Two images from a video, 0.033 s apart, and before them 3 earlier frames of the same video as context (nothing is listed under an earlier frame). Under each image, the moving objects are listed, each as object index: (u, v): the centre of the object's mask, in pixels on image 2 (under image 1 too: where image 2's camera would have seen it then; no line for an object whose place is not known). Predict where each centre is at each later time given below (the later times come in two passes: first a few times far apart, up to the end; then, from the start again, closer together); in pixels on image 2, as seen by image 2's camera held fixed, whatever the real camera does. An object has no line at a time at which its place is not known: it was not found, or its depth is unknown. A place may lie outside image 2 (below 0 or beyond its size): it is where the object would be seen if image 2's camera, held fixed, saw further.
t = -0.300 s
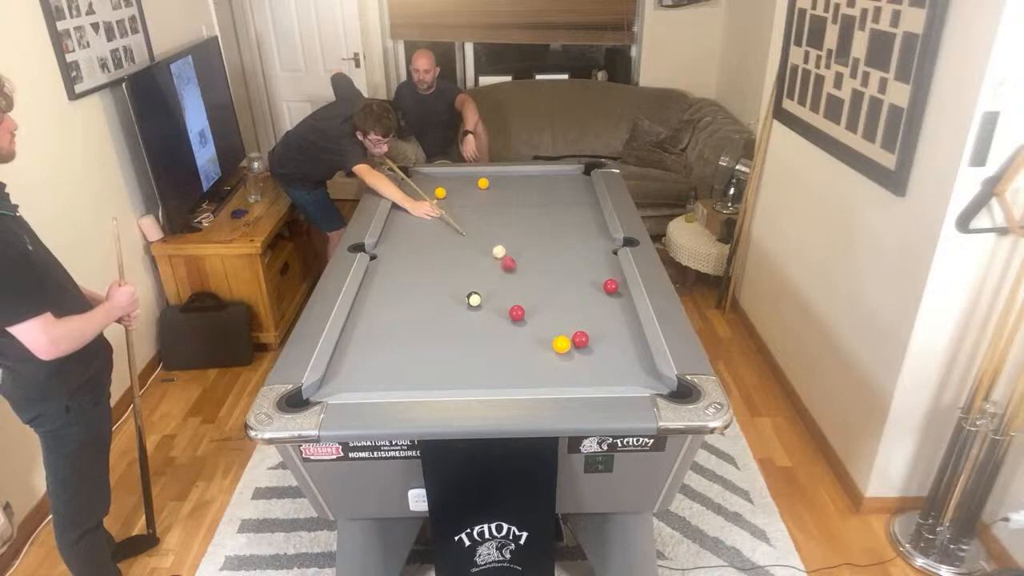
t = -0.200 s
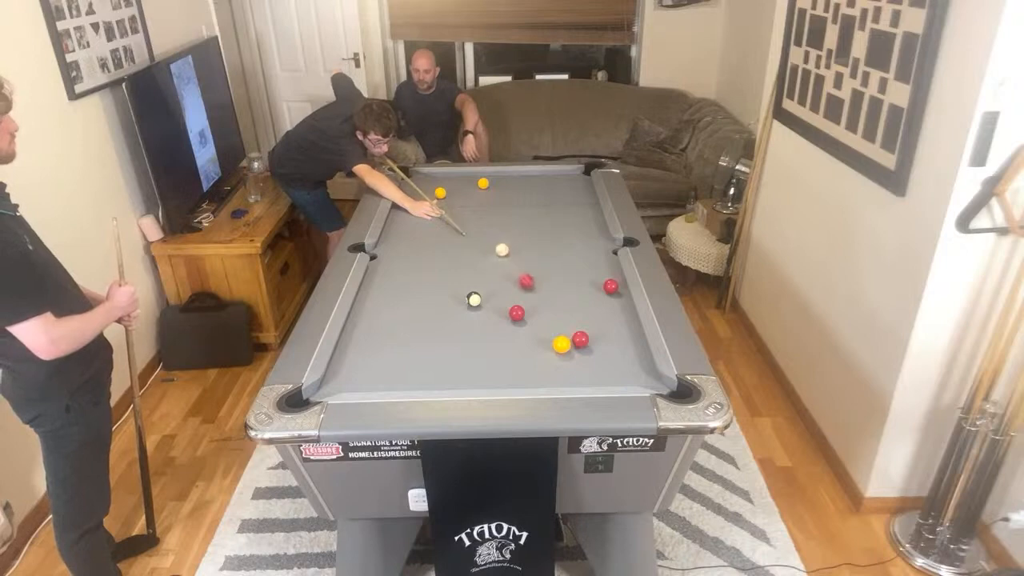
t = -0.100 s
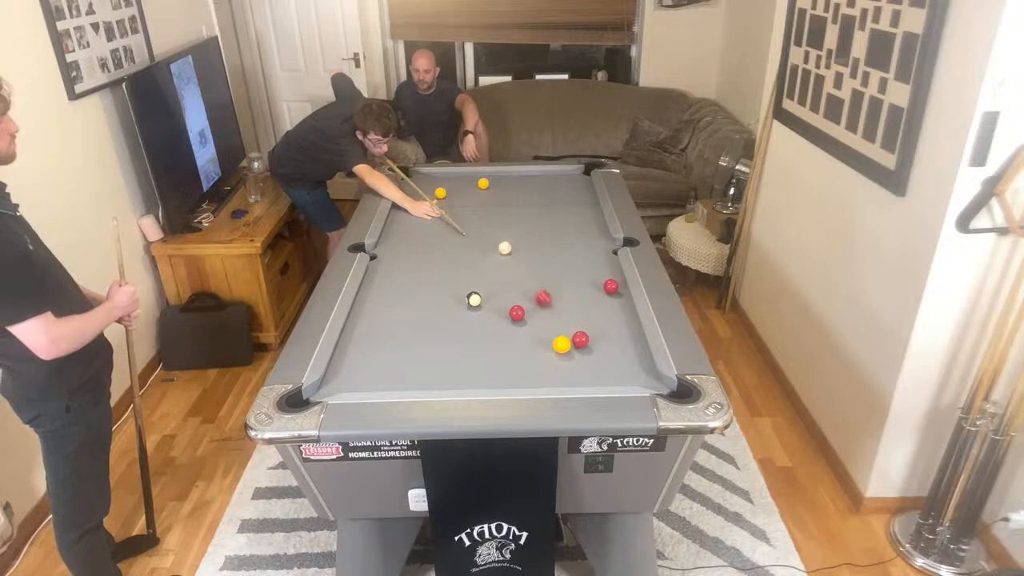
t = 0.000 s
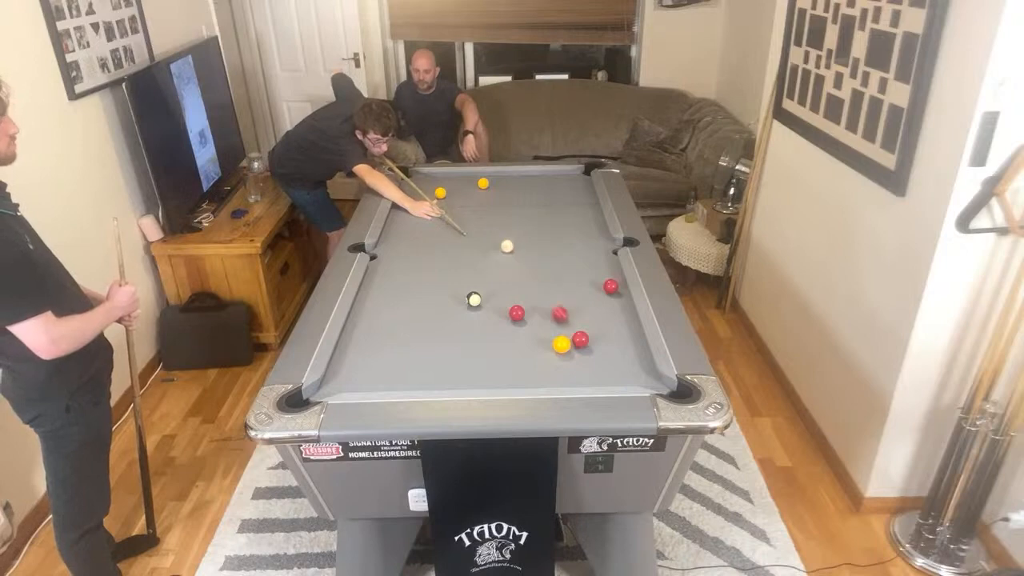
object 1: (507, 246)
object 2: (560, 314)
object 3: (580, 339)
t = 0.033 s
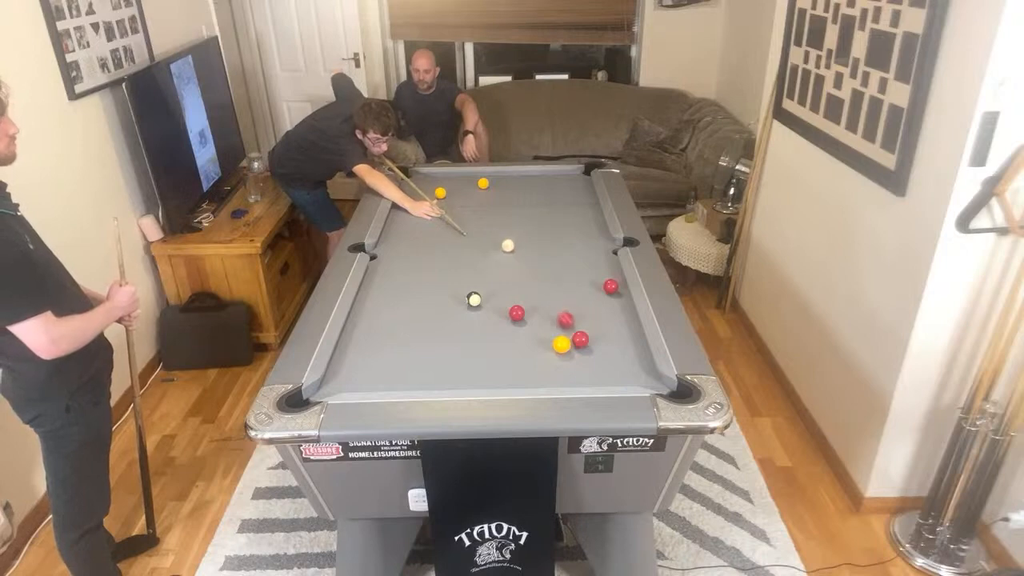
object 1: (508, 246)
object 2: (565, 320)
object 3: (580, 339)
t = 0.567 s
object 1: (518, 238)
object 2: (636, 345)
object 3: (598, 363)
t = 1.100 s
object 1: (524, 232)
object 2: (613, 360)
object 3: (599, 324)
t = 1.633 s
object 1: (527, 230)
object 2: (588, 371)
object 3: (599, 294)
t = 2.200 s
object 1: (528, 229)
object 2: (567, 379)
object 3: (583, 277)
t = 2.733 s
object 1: (528, 229)
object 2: (554, 381)
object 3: (568, 266)
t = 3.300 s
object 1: (527, 229)
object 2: (549, 382)
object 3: (556, 257)
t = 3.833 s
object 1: (528, 229)
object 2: (548, 382)
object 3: (548, 251)
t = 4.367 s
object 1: (528, 229)
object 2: (549, 382)
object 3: (544, 248)
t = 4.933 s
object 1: (528, 229)
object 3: (541, 247)
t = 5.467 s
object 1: (528, 229)
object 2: (548, 382)
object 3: (541, 246)
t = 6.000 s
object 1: (528, 229)
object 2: (548, 382)
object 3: (541, 246)
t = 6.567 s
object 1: (527, 229)
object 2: (548, 382)
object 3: (541, 246)
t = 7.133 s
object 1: (528, 229)
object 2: (548, 382)
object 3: (541, 246)
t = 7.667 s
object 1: (528, 229)
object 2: (548, 382)
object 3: (541, 246)
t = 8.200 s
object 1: (527, 229)
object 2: (548, 382)
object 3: (541, 246)
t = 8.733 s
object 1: (528, 229)
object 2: (548, 382)
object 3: (541, 246)
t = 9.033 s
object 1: (528, 229)
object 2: (548, 382)
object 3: (541, 246)
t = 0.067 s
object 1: (508, 245)
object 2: (572, 325)
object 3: (580, 339)
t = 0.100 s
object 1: (509, 245)
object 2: (577, 329)
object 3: (581, 340)
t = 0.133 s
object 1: (510, 244)
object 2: (581, 330)
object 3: (583, 347)
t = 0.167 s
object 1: (511, 243)
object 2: (585, 331)
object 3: (586, 353)
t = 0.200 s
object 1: (511, 243)
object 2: (589, 332)
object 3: (588, 359)
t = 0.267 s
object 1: (513, 242)
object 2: (597, 334)
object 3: (592, 369)
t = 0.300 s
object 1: (513, 242)
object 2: (602, 335)
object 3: (594, 374)
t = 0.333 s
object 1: (514, 241)
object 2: (606, 337)
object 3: (596, 378)
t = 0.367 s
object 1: (515, 241)
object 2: (610, 338)
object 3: (598, 380)
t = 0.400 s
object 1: (515, 240)
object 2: (615, 339)
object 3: (598, 379)
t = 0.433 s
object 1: (516, 240)
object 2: (619, 340)
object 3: (598, 376)
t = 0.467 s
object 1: (516, 239)
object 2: (623, 341)
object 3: (598, 372)
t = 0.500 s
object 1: (517, 239)
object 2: (627, 343)
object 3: (598, 369)
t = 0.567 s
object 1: (518, 238)
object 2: (636, 345)
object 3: (598, 363)
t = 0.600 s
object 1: (518, 238)
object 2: (640, 347)
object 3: (598, 360)
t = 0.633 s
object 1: (519, 237)
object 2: (638, 347)
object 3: (599, 358)
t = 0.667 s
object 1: (519, 237)
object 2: (636, 348)
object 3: (599, 355)
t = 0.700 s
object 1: (520, 236)
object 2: (634, 350)
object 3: (599, 352)
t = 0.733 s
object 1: (520, 236)
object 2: (632, 350)
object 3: (599, 350)
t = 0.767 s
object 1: (521, 235)
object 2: (630, 352)
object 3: (599, 347)
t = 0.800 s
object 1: (521, 235)
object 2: (629, 352)
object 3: (599, 345)
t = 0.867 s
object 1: (522, 235)
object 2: (625, 354)
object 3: (599, 340)
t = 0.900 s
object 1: (522, 234)
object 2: (623, 355)
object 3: (599, 337)
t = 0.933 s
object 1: (523, 234)
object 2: (622, 356)
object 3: (599, 335)
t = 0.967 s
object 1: (523, 234)
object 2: (620, 357)
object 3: (599, 332)
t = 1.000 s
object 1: (523, 233)
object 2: (618, 358)
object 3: (599, 330)
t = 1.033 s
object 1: (524, 233)
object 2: (616, 358)
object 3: (599, 328)
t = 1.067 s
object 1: (524, 233)
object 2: (614, 359)
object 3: (599, 326)
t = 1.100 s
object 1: (524, 232)
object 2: (613, 360)
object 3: (599, 324)
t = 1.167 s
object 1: (525, 232)
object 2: (610, 362)
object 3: (599, 320)
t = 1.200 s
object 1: (525, 232)
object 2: (608, 362)
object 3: (599, 318)
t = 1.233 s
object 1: (525, 232)
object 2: (606, 363)
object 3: (599, 316)
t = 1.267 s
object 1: (526, 231)
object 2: (605, 364)
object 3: (599, 314)
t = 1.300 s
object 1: (526, 231)
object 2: (603, 365)
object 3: (599, 311)
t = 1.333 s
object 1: (526, 231)
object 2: (601, 365)
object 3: (599, 310)
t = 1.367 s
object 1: (526, 231)
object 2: (600, 366)
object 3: (599, 308)
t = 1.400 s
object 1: (526, 231)
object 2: (598, 367)
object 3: (599, 306)
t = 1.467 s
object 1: (527, 230)
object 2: (595, 368)
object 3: (600, 302)
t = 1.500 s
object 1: (527, 230)
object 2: (594, 369)
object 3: (599, 301)
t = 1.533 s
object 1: (527, 230)
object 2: (592, 369)
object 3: (599, 299)
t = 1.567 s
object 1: (527, 230)
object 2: (591, 370)
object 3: (599, 297)
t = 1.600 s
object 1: (527, 230)
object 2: (589, 371)
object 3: (599, 296)
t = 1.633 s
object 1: (527, 230)
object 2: (588, 371)
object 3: (599, 294)
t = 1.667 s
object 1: (527, 230)
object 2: (586, 372)
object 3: (599, 292)
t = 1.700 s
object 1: (527, 229)
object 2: (585, 372)
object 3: (599, 291)
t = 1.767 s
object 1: (527, 229)
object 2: (582, 374)
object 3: (597, 289)
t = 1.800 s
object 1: (527, 229)
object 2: (581, 374)
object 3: (596, 287)
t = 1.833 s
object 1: (528, 229)
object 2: (580, 375)
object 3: (595, 287)
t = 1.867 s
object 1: (528, 229)
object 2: (578, 375)
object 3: (594, 286)
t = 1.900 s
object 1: (528, 229)
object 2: (577, 375)
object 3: (592, 285)
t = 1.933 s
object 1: (528, 229)
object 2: (576, 376)
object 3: (591, 284)
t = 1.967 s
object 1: (528, 229)
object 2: (575, 376)
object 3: (590, 283)
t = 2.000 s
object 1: (528, 229)
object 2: (574, 377)
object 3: (589, 282)
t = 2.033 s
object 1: (528, 229)
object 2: (572, 377)
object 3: (588, 281)
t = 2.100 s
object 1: (528, 229)
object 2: (570, 378)
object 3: (586, 279)
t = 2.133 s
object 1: (528, 229)
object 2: (569, 378)
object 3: (585, 279)
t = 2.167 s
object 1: (528, 229)
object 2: (568, 378)
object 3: (584, 278)
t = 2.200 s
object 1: (528, 229)
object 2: (567, 379)
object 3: (583, 277)
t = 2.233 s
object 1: (528, 229)
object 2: (566, 379)
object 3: (582, 276)
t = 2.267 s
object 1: (528, 229)
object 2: (565, 379)
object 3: (580, 275)
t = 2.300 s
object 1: (528, 229)
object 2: (564, 379)
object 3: (580, 274)
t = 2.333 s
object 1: (528, 229)
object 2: (563, 379)
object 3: (579, 274)
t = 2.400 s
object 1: (528, 229)
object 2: (561, 380)
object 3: (577, 272)
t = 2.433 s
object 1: (528, 229)
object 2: (561, 380)
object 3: (576, 272)
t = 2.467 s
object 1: (528, 229)
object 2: (560, 380)
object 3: (575, 271)
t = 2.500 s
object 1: (528, 229)
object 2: (559, 380)
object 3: (574, 270)
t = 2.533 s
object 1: (528, 229)
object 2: (558, 380)
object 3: (573, 269)
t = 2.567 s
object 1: (528, 229)
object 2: (558, 381)
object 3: (572, 269)
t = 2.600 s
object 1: (528, 229)
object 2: (557, 381)
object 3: (571, 268)
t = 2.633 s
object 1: (528, 229)
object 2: (556, 381)
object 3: (570, 267)
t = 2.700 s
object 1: (528, 229)
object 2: (555, 381)
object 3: (569, 266)
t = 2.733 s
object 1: (528, 229)
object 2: (554, 381)
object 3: (568, 266)
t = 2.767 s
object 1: (528, 229)
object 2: (554, 381)
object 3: (567, 265)
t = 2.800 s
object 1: (528, 229)
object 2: (553, 381)
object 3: (566, 264)
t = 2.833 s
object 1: (528, 229)
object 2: (553, 381)
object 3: (566, 264)
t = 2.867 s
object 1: (528, 229)
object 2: (552, 381)
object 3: (565, 263)
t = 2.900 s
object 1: (528, 229)
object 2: (551, 381)
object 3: (564, 263)
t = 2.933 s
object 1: (528, 229)
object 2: (551, 381)
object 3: (563, 263)
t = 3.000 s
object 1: (528, 229)
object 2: (550, 381)
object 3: (562, 262)
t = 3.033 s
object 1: (527, 229)
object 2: (550, 381)
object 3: (561, 261)
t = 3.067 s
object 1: (527, 229)
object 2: (550, 381)
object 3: (560, 260)
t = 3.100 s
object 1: (527, 229)
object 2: (550, 382)
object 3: (560, 260)
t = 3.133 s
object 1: (527, 229)
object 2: (550, 381)
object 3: (559, 259)
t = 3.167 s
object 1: (527, 229)
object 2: (549, 382)
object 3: (559, 259)
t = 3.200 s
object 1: (527, 229)
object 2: (549, 382)
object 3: (558, 259)
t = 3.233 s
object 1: (527, 229)
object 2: (549, 381)
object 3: (557, 258)
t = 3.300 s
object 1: (527, 229)
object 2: (549, 382)
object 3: (556, 257)
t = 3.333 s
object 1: (527, 229)
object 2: (549, 382)
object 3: (556, 257)
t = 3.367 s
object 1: (527, 229)
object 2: (549, 382)
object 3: (555, 256)
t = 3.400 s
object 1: (527, 229)
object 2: (549, 382)
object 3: (555, 256)
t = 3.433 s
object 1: (527, 229)
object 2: (549, 382)
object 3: (554, 255)
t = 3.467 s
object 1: (527, 229)
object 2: (549, 382)
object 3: (553, 255)
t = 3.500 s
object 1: (527, 229)
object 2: (549, 382)
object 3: (553, 255)
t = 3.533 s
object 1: (527, 229)
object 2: (548, 382)
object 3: (552, 254)
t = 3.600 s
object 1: (527, 229)
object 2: (548, 382)
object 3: (551, 253)
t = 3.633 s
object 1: (527, 229)
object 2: (549, 382)
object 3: (551, 253)
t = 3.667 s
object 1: (527, 229)
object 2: (549, 382)
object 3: (550, 253)
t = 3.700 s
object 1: (528, 229)
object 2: (549, 382)
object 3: (550, 252)
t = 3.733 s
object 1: (527, 229)
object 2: (548, 382)
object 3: (550, 252)
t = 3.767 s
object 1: (528, 229)
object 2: (549, 382)
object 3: (549, 252)
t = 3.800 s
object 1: (528, 229)
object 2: (548, 382)
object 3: (549, 251)
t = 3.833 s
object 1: (528, 229)
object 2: (548, 382)
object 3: (548, 251)
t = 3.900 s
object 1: (528, 229)
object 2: (548, 382)
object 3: (548, 251)
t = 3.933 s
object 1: (528, 229)
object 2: (548, 382)
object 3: (547, 251)
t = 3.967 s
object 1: (527, 229)
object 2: (548, 382)
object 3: (547, 250)
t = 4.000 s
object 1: (528, 229)
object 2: (548, 382)
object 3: (546, 250)
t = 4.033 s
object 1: (528, 229)
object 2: (549, 382)
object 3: (546, 250)
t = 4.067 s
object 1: (528, 229)
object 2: (549, 382)
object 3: (546, 250)
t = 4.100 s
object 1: (528, 229)
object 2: (549, 382)
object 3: (545, 250)
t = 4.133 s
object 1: (528, 229)
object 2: (549, 382)
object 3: (545, 250)
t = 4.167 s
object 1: (528, 229)
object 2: (549, 382)
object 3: (545, 249)
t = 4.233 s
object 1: (528, 229)
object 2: (549, 382)
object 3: (544, 249)
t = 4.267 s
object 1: (528, 229)
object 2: (549, 382)
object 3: (544, 249)
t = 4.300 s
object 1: (528, 229)
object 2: (549, 382)
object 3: (544, 248)
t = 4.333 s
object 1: (528, 229)
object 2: (549, 382)
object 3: (544, 248)
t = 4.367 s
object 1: (528, 229)
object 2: (549, 382)
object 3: (544, 248)
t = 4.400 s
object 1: (528, 229)
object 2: (549, 382)
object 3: (543, 248)
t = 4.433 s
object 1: (528, 229)
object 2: (549, 382)
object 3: (545, 248)
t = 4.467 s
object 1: (528, 229)
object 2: (553, 382)
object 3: (542, 248)
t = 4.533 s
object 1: (528, 229)
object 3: (543, 248)
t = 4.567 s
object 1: (528, 229)
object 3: (543, 247)
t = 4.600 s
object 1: (528, 229)
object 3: (542, 247)
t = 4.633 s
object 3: (542, 247)
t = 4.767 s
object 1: (527, 229)
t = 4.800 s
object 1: (528, 229)
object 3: (539, 244)
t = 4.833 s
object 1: (528, 229)
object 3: (542, 245)
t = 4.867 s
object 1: (528, 229)
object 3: (541, 246)
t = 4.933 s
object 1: (528, 229)
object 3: (541, 247)
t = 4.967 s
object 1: (528, 229)
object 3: (541, 247)
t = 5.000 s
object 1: (528, 229)
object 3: (541, 247)
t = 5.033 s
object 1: (528, 229)
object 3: (541, 247)
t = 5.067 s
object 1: (528, 229)
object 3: (541, 246)
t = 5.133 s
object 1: (528, 229)
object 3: (541, 246)
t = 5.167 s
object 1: (528, 229)
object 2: (548, 381)
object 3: (541, 246)
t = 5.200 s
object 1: (528, 229)
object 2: (548, 382)
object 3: (541, 246)
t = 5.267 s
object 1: (528, 229)
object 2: (548, 382)
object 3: (541, 246)
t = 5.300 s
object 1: (528, 229)
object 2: (548, 382)
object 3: (541, 246)
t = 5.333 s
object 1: (528, 229)
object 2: (548, 382)
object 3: (541, 246)
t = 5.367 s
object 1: (527, 229)
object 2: (548, 382)
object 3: (541, 246)
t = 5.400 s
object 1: (527, 229)
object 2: (549, 382)
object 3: (541, 246)
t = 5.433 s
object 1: (528, 229)
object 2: (549, 382)
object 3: (541, 246)
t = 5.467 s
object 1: (528, 229)
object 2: (548, 382)
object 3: (541, 246)
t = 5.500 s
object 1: (528, 229)
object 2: (548, 382)
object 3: (541, 246)
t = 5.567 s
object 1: (527, 229)
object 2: (548, 382)
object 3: (541, 246)
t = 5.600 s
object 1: (527, 229)
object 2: (548, 382)
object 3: (541, 246)
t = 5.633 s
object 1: (527, 229)
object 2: (548, 382)
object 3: (541, 246)
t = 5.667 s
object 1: (527, 229)
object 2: (548, 382)
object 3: (541, 246)
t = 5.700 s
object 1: (527, 229)
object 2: (548, 382)
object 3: (541, 246)
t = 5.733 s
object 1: (527, 229)
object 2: (548, 382)
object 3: (541, 246)
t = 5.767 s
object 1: (528, 229)
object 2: (548, 382)
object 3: (541, 246)
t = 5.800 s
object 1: (528, 229)
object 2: (548, 382)
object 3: (541, 246)
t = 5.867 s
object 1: (528, 229)
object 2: (548, 382)
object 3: (541, 246)
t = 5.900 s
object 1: (528, 229)
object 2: (548, 382)
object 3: (541, 246)
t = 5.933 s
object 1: (528, 229)
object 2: (548, 382)
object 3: (541, 246)
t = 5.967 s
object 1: (528, 229)
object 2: (548, 382)
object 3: (541, 246)
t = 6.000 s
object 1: (528, 229)
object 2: (548, 382)
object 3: (541, 246)
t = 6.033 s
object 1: (528, 229)
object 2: (548, 382)
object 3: (541, 246)
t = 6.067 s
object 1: (528, 229)
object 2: (548, 382)
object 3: (541, 246)
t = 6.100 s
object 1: (527, 229)
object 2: (548, 382)
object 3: (541, 246)
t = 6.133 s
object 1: (527, 229)
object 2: (548, 382)
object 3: (541, 246)
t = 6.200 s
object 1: (527, 229)
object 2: (548, 382)
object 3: (541, 246)
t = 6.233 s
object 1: (527, 229)
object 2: (548, 382)
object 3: (541, 246)
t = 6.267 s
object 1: (527, 229)
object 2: (548, 382)
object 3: (541, 246)
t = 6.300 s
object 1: (527, 229)
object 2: (548, 382)
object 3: (541, 246)
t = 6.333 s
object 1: (527, 229)
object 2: (548, 382)
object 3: (541, 246)
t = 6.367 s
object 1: (527, 229)
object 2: (548, 382)
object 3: (541, 246)
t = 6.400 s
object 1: (527, 229)
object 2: (548, 382)
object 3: (541, 246)
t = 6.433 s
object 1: (527, 229)
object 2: (548, 382)
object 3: (541, 246)
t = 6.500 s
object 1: (527, 229)
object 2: (548, 382)
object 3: (541, 246)
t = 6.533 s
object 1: (527, 229)
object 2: (548, 382)
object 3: (541, 246)
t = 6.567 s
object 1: (527, 229)
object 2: (548, 382)
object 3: (541, 246)
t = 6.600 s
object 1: (527, 229)
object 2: (548, 382)
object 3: (541, 246)
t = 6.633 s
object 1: (527, 229)
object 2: (548, 382)
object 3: (541, 246)
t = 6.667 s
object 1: (527, 229)
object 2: (548, 382)
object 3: (541, 246)
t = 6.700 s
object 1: (527, 229)
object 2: (548, 382)
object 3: (541, 246)
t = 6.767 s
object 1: (527, 229)
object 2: (548, 382)
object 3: (541, 246)
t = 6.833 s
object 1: (528, 229)
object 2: (548, 382)
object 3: (541, 246)
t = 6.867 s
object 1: (528, 229)
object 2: (548, 382)
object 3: (541, 246)
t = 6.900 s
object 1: (528, 229)
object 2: (548, 382)
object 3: (541, 246)
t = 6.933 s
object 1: (528, 229)
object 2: (548, 382)
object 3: (541, 246)
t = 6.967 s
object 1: (527, 229)
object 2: (548, 382)
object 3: (541, 246)
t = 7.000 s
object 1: (528, 229)
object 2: (548, 382)
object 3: (541, 246)
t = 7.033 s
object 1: (527, 229)
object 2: (548, 382)
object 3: (541, 246)
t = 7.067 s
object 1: (527, 229)
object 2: (548, 382)
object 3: (541, 246)
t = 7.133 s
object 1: (528, 229)
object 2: (548, 382)
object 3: (541, 246)
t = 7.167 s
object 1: (528, 229)
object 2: (548, 382)
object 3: (541, 246)
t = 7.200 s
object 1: (528, 229)
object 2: (548, 382)
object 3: (541, 246)
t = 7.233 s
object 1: (528, 229)
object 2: (548, 382)
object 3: (541, 246)
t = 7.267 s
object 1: (528, 229)
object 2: (548, 382)
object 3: (541, 246)
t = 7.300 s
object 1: (528, 229)
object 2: (548, 382)
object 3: (541, 246)
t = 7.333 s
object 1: (527, 229)
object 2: (548, 382)
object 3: (541, 246)
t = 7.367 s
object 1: (528, 229)
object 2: (548, 382)
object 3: (541, 246)
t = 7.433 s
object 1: (528, 229)
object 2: (548, 382)
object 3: (541, 246)
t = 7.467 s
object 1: (527, 229)
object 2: (548, 382)
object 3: (541, 246)
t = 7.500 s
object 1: (527, 229)
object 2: (548, 382)
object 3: (541, 246)
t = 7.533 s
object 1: (528, 229)
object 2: (548, 382)
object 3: (541, 246)
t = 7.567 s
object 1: (527, 229)
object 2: (548, 382)
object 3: (541, 246)
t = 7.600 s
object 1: (528, 229)
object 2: (548, 382)
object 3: (541, 246)
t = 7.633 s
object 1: (528, 229)
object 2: (548, 382)
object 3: (541, 246)
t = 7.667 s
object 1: (528, 229)
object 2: (548, 382)
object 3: (541, 246)
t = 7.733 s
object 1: (528, 229)
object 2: (548, 382)
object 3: (541, 246)
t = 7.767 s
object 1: (528, 229)
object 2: (548, 382)
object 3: (541, 246)
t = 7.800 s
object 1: (528, 229)
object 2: (548, 382)
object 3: (541, 246)
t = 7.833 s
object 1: (528, 229)
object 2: (548, 382)
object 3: (541, 246)
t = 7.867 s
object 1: (528, 229)
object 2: (549, 382)
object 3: (541, 246)
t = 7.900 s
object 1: (527, 229)
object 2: (548, 382)
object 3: (541, 246)
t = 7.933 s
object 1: (528, 229)
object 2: (549, 382)
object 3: (541, 246)
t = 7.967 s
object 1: (527, 229)
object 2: (548, 382)
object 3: (541, 246)
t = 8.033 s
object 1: (527, 229)
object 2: (548, 382)
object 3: (541, 246)
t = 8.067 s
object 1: (527, 229)
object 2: (548, 382)
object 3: (541, 246)
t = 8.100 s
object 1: (527, 229)
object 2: (548, 382)
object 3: (541, 246)
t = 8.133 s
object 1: (528, 229)
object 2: (548, 382)
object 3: (541, 246)
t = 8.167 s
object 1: (528, 229)
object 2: (549, 382)
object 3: (541, 246)
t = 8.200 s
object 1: (527, 229)
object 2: (548, 382)
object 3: (541, 246)
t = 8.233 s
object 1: (527, 229)
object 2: (548, 382)
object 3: (541, 246)
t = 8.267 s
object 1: (527, 229)
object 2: (548, 382)
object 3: (541, 246)
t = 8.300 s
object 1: (528, 229)
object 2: (548, 382)
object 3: (541, 246)
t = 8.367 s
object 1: (528, 229)
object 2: (549, 382)
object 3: (541, 246)
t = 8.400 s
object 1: (527, 229)
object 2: (548, 382)
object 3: (541, 246)
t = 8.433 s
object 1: (527, 229)
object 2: (548, 382)
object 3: (541, 246)
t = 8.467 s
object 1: (528, 229)
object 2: (548, 382)
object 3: (541, 246)
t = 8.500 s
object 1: (528, 229)
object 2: (548, 382)
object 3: (541, 246)
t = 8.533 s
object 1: (528, 229)
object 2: (548, 382)
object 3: (541, 246)
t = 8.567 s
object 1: (528, 229)
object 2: (548, 382)
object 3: (541, 246)
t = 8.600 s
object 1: (528, 229)
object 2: (548, 382)
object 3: (541, 246)
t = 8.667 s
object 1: (528, 229)
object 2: (548, 382)
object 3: (541, 246)
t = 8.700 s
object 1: (527, 229)
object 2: (548, 382)
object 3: (541, 246)
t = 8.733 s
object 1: (528, 229)
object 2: (548, 382)
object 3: (541, 246)
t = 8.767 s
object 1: (528, 229)
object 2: (548, 382)
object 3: (541, 246)
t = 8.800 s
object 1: (528, 229)
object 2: (548, 382)
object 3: (541, 246)
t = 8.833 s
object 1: (528, 229)
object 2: (548, 382)
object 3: (541, 246)
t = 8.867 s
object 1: (528, 229)
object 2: (548, 382)
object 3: (541, 246)
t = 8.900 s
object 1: (528, 229)
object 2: (548, 382)
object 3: (541, 246)
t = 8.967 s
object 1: (528, 229)
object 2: (548, 382)
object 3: (541, 246)
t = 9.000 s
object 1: (528, 229)
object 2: (548, 382)
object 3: (541, 246)
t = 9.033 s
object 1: (528, 229)
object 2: (548, 382)
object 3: (541, 246)
